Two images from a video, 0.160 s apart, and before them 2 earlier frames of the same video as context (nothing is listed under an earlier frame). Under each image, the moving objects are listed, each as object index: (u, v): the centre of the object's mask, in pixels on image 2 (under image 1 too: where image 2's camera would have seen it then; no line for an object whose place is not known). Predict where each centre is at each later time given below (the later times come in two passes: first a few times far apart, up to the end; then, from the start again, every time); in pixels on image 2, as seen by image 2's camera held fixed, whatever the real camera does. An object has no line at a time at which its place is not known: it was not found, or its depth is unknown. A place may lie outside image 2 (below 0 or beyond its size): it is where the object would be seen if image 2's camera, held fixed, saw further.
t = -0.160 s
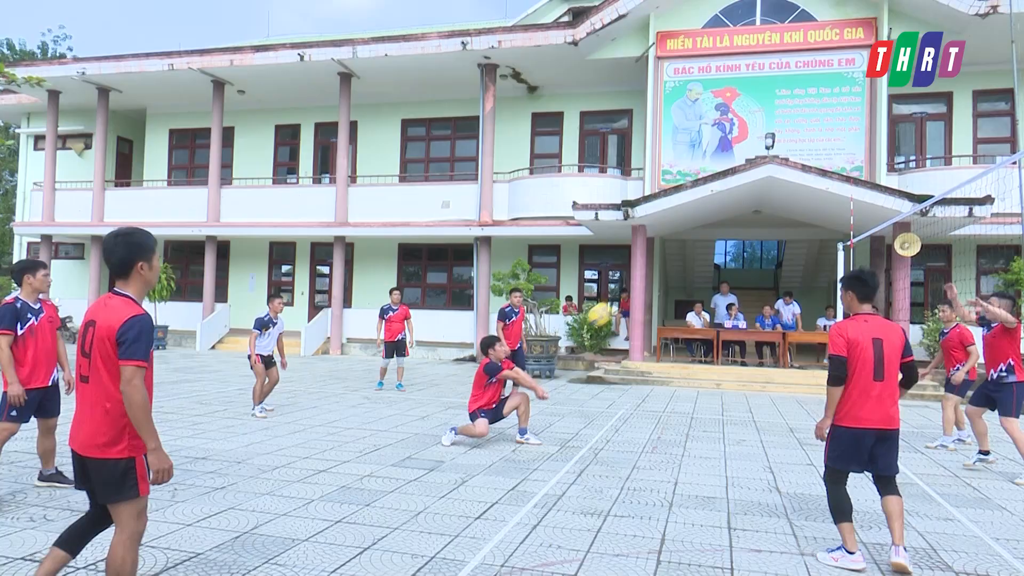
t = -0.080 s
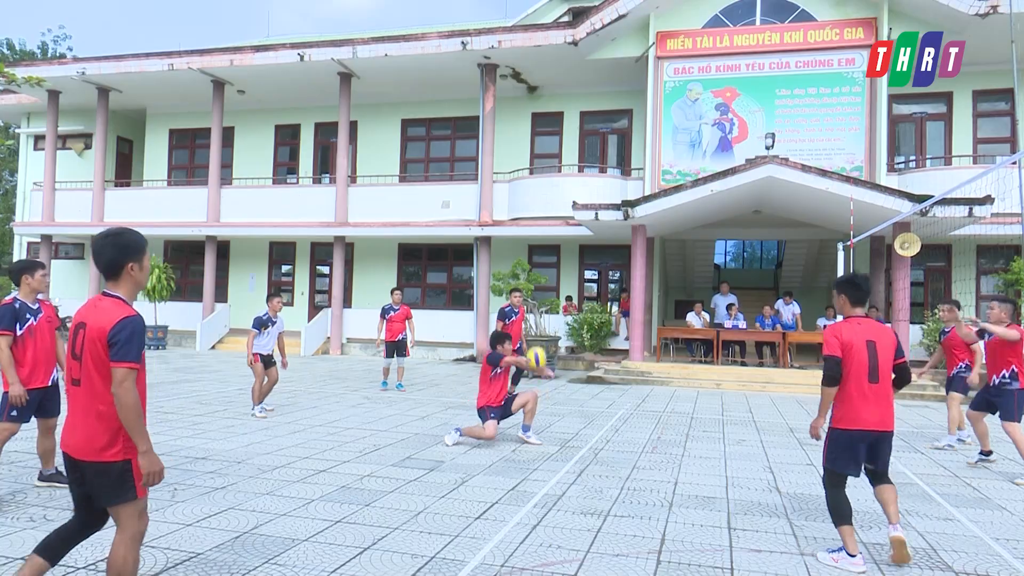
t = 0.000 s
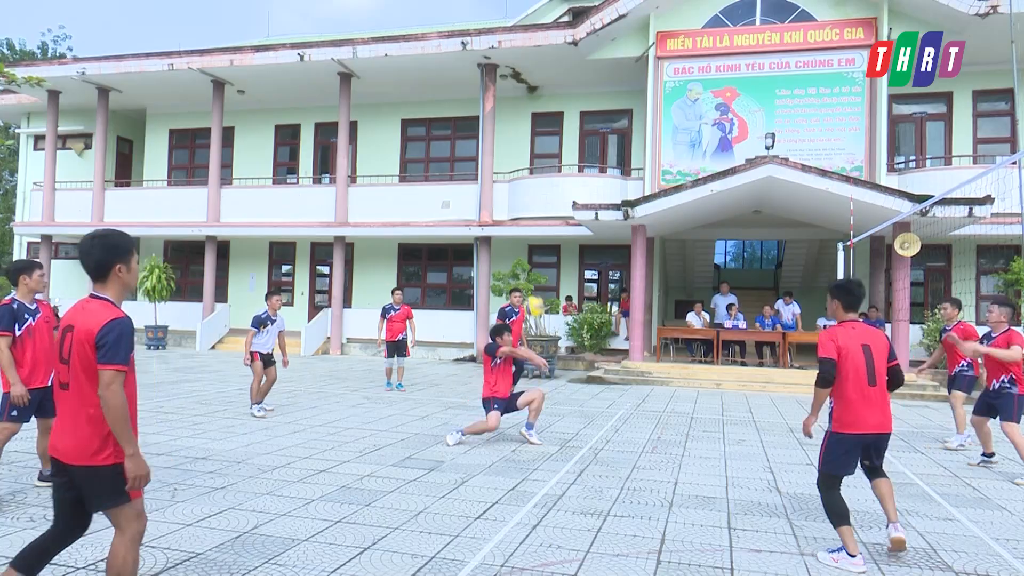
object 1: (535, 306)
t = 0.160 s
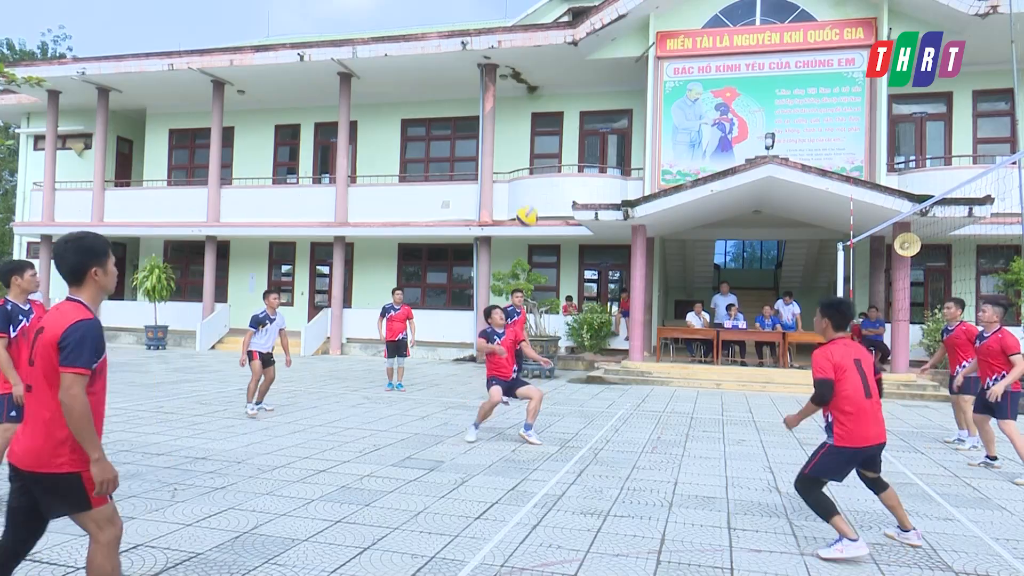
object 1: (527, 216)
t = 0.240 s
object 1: (522, 174)
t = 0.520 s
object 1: (498, 68)
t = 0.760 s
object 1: (466, 39)
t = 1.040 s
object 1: (407, 123)
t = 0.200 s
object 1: (525, 195)
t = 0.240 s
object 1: (522, 174)
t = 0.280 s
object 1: (520, 157)
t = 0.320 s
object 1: (516, 139)
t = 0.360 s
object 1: (514, 122)
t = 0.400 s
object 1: (510, 106)
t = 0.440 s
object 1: (507, 92)
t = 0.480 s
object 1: (502, 80)
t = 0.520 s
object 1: (498, 68)
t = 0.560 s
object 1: (494, 60)
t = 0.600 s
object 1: (489, 51)
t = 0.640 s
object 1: (484, 45)
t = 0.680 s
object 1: (478, 41)
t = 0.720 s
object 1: (472, 38)
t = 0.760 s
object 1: (466, 39)
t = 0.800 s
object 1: (459, 41)
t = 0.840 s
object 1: (452, 46)
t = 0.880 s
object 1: (444, 54)
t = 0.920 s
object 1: (435, 66)
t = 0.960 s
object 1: (427, 81)
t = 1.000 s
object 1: (417, 100)
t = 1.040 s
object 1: (407, 123)
